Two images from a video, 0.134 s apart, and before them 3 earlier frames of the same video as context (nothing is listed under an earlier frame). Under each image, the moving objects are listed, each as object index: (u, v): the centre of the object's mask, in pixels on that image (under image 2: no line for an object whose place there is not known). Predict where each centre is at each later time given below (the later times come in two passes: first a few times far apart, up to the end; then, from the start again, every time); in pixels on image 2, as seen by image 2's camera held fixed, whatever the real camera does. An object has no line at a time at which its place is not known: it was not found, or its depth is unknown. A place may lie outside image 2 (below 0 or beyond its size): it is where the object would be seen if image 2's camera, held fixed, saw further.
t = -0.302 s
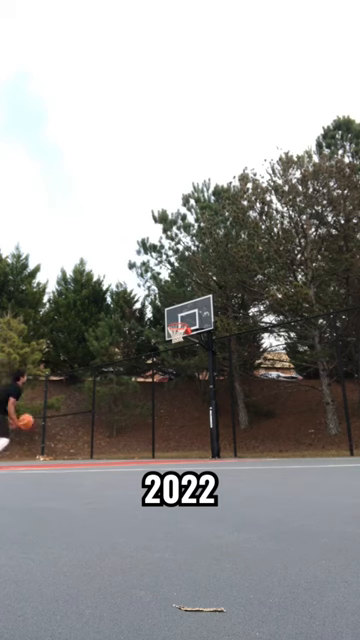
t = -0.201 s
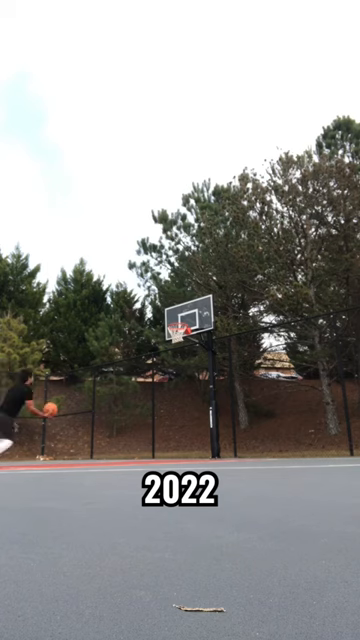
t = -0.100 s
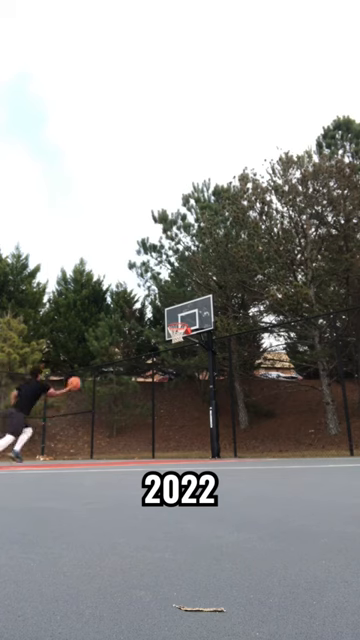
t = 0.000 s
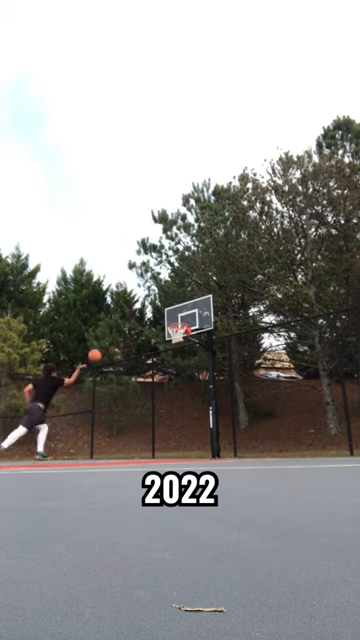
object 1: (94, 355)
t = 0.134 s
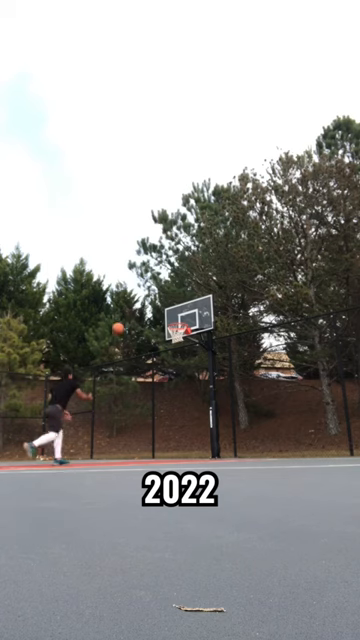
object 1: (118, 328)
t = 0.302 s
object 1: (142, 310)
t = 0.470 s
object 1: (165, 305)
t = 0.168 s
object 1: (123, 323)
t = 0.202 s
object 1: (128, 319)
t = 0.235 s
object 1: (133, 315)
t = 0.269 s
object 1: (138, 312)
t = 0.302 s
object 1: (142, 310)
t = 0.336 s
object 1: (147, 308)
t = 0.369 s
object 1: (152, 306)
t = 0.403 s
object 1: (156, 306)
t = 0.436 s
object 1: (160, 305)
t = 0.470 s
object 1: (165, 305)
